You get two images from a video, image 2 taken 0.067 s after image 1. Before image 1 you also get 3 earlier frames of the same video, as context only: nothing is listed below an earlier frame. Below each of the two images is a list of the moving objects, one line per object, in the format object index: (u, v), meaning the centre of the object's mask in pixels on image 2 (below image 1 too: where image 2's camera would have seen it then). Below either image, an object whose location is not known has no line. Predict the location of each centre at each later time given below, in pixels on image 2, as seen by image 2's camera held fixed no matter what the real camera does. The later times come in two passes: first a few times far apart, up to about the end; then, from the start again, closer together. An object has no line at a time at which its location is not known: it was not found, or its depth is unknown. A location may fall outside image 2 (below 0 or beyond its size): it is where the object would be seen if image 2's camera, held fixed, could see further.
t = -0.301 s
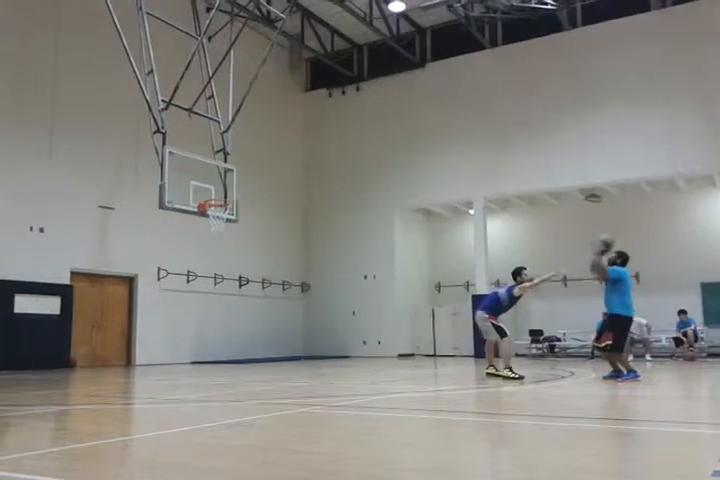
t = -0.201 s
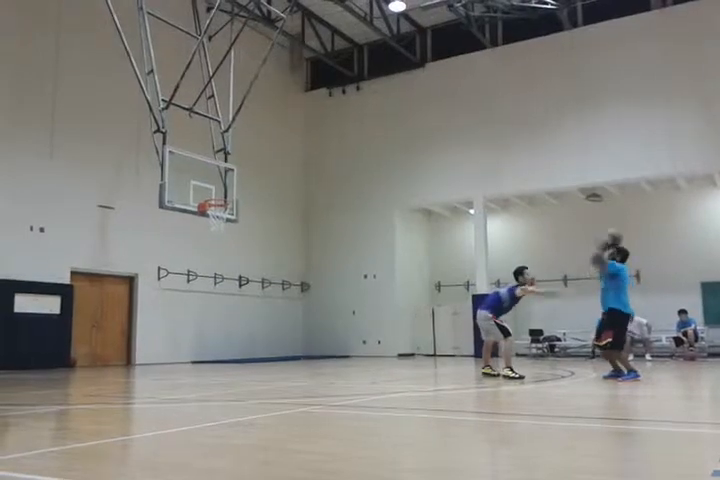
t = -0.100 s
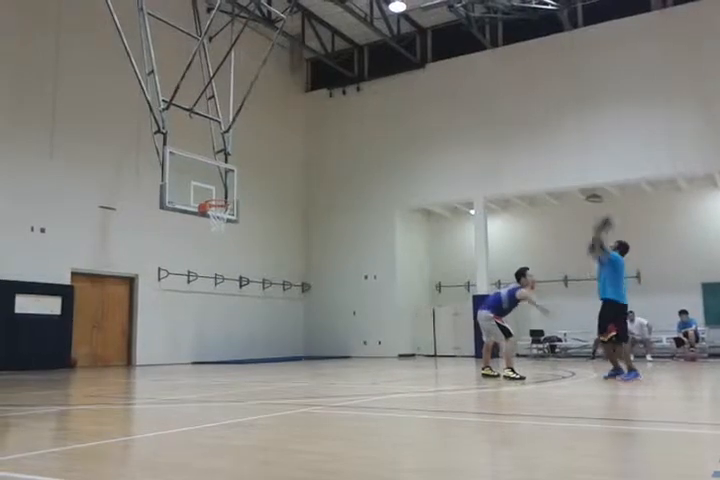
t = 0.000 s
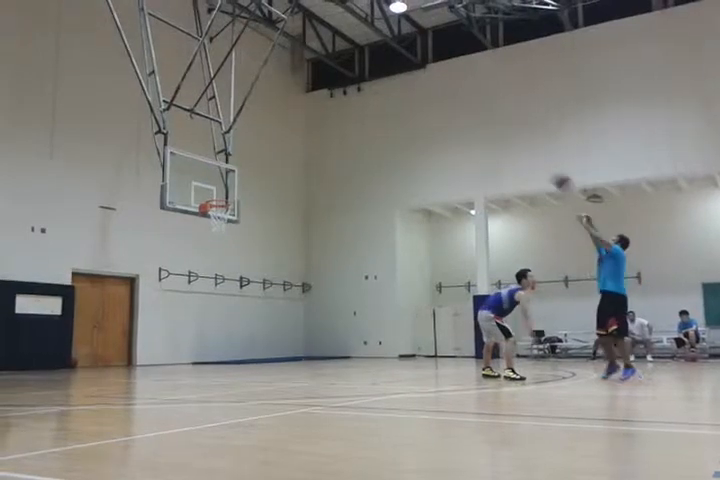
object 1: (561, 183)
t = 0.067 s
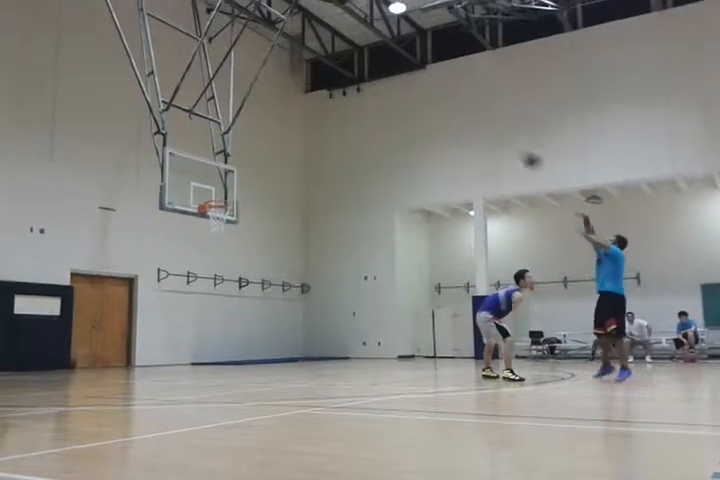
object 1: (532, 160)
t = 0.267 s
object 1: (454, 115)
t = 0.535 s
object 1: (368, 103)
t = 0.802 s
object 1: (297, 131)
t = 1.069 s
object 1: (236, 190)
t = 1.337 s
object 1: (269, 176)
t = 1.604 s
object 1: (315, 185)
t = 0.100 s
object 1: (517, 151)
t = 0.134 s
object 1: (503, 141)
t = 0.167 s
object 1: (489, 133)
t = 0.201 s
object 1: (478, 126)
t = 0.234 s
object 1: (464, 119)
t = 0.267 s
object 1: (454, 115)
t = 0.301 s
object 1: (442, 112)
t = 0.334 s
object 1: (431, 108)
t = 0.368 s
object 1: (419, 105)
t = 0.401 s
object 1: (409, 104)
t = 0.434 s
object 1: (398, 102)
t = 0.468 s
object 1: (388, 102)
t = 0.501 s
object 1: (379, 102)
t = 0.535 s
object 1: (368, 103)
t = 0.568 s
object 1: (359, 104)
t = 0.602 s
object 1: (351, 106)
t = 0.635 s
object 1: (340, 109)
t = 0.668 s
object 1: (331, 112)
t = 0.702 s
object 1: (324, 115)
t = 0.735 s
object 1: (317, 119)
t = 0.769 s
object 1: (305, 123)
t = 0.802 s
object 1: (297, 131)
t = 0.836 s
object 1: (289, 137)
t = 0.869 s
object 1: (282, 142)
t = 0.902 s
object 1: (274, 150)
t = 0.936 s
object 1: (266, 158)
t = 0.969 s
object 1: (258, 166)
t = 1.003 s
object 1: (250, 174)
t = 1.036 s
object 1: (243, 182)
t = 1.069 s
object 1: (236, 190)
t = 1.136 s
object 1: (236, 193)
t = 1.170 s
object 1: (243, 189)
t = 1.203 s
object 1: (247, 185)
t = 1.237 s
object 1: (253, 182)
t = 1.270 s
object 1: (258, 179)
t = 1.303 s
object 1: (263, 177)
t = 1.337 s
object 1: (269, 176)
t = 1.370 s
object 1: (274, 175)
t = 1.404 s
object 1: (280, 174)
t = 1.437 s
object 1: (285, 174)
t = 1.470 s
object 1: (292, 175)
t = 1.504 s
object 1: (297, 176)
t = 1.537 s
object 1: (303, 179)
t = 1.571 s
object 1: (309, 181)
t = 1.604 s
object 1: (315, 185)
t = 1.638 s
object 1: (320, 189)
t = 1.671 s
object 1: (327, 194)
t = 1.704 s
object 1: (331, 199)
